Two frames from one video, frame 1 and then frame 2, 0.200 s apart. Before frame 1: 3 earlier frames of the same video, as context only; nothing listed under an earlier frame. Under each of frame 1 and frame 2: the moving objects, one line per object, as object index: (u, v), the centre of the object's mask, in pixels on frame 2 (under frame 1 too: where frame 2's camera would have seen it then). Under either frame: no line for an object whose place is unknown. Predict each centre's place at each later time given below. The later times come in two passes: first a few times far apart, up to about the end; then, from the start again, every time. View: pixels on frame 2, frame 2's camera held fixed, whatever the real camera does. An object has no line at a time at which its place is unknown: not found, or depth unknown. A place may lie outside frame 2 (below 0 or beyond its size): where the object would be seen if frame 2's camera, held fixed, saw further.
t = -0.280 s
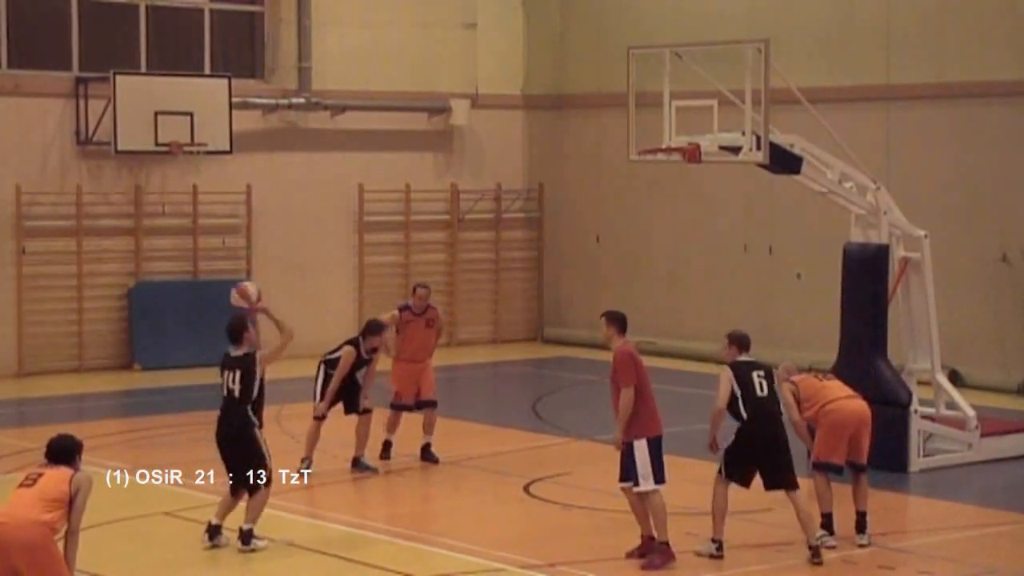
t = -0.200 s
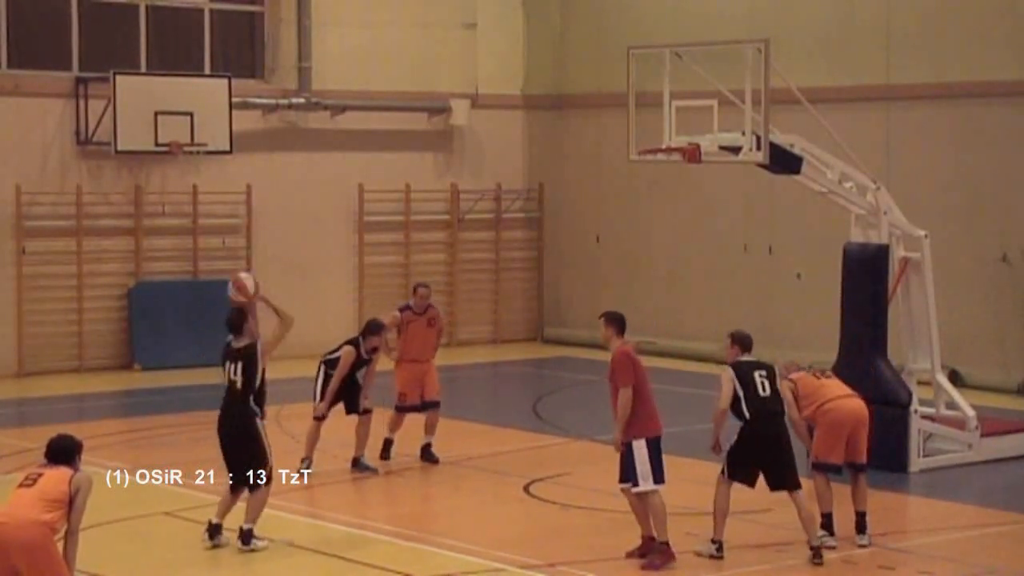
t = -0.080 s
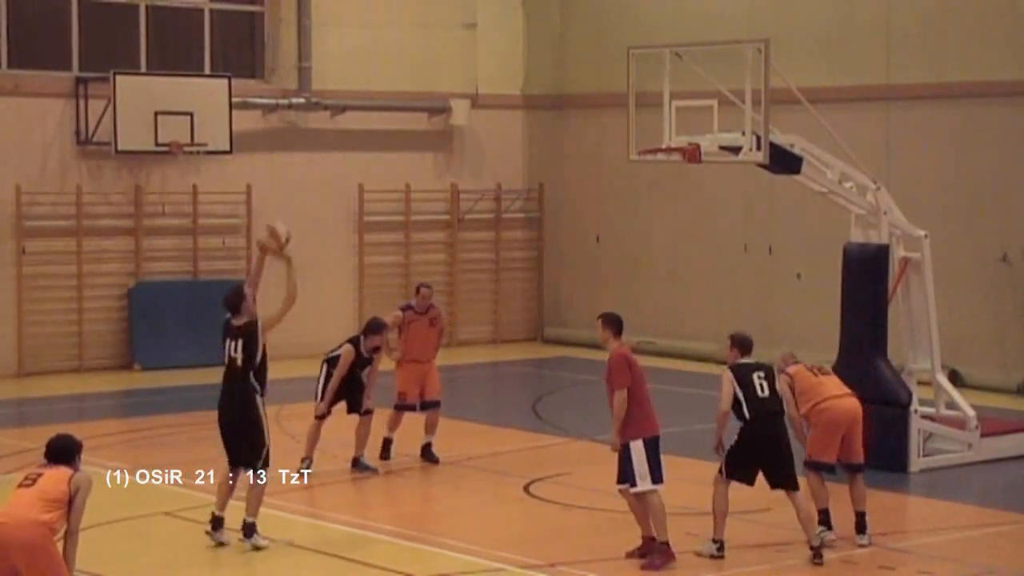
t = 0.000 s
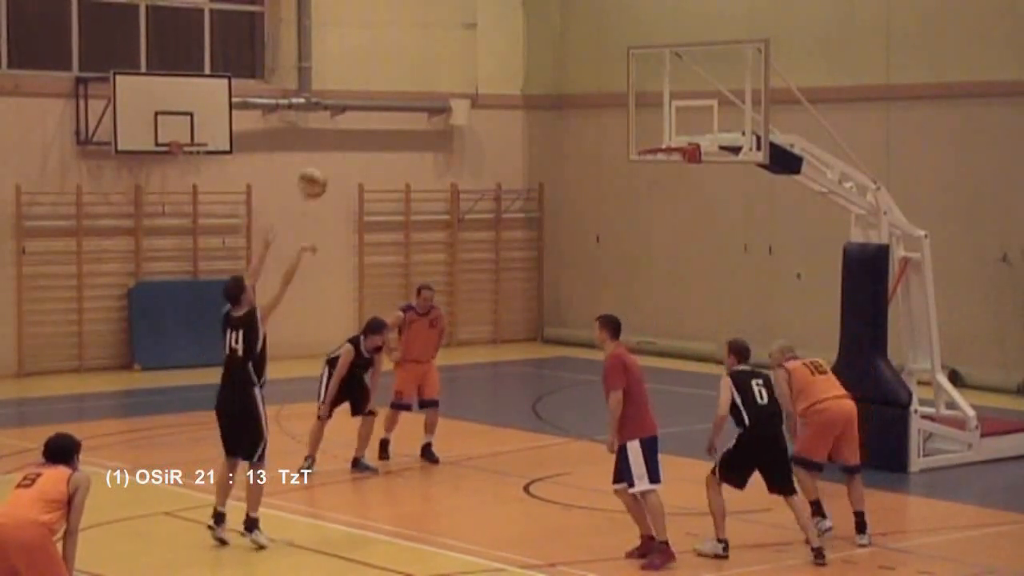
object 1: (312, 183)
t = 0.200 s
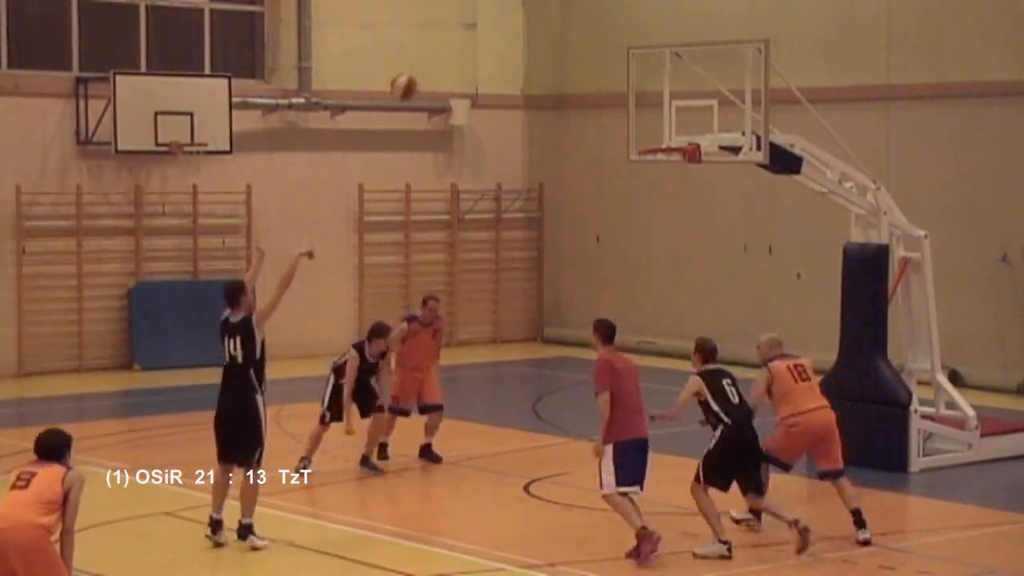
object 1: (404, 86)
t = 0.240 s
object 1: (422, 75)
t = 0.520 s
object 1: (535, 44)
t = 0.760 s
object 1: (622, 86)
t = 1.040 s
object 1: (648, 192)
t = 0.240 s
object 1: (422, 75)
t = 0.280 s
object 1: (439, 65)
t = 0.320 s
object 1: (456, 57)
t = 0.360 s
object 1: (473, 50)
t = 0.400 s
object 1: (488, 46)
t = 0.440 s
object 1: (505, 44)
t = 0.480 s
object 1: (519, 43)
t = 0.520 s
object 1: (535, 44)
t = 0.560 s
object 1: (550, 47)
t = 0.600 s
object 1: (564, 51)
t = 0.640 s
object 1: (580, 60)
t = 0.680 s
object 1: (593, 67)
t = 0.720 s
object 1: (608, 78)
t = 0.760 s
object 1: (622, 86)
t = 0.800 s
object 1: (634, 100)
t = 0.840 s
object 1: (649, 119)
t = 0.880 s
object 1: (663, 138)
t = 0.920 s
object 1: (669, 153)
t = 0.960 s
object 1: (664, 169)
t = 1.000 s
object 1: (654, 183)
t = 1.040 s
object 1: (648, 192)
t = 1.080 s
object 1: (642, 205)
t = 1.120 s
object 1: (637, 218)
